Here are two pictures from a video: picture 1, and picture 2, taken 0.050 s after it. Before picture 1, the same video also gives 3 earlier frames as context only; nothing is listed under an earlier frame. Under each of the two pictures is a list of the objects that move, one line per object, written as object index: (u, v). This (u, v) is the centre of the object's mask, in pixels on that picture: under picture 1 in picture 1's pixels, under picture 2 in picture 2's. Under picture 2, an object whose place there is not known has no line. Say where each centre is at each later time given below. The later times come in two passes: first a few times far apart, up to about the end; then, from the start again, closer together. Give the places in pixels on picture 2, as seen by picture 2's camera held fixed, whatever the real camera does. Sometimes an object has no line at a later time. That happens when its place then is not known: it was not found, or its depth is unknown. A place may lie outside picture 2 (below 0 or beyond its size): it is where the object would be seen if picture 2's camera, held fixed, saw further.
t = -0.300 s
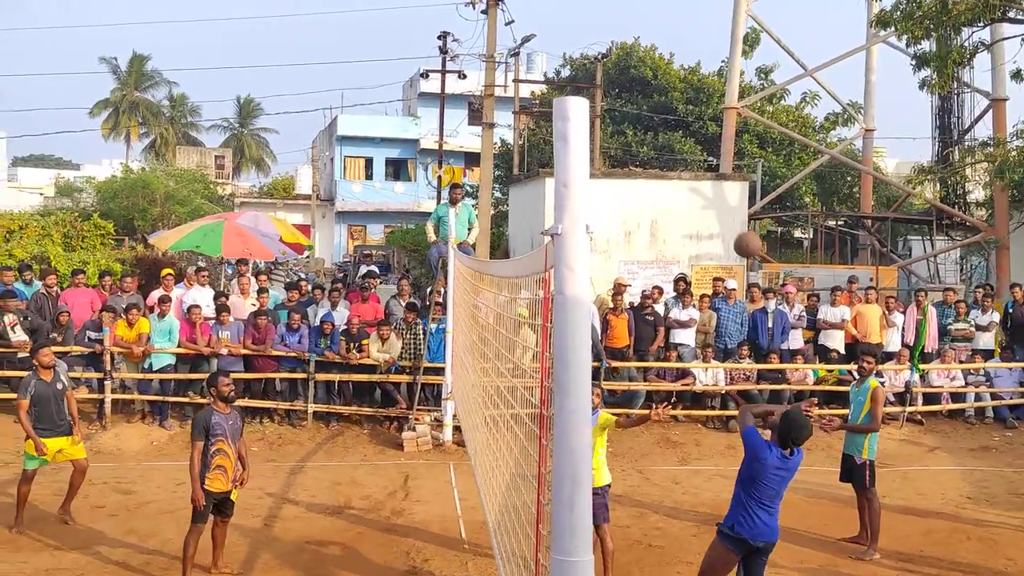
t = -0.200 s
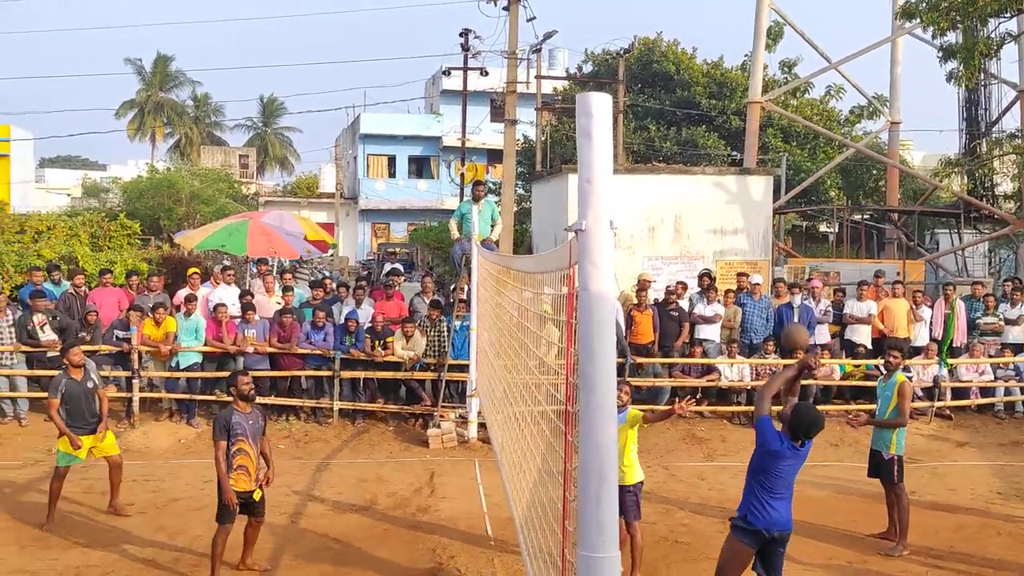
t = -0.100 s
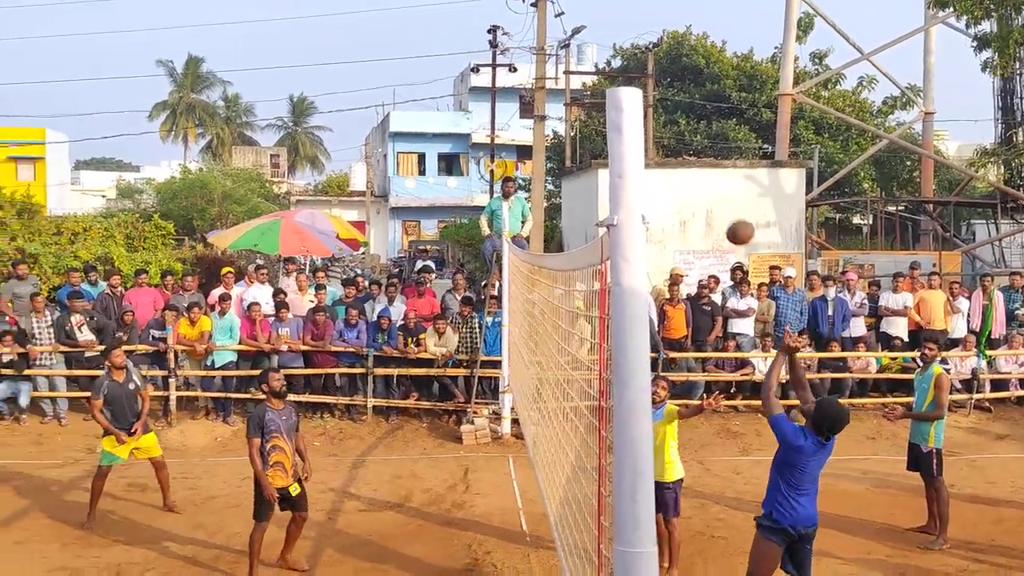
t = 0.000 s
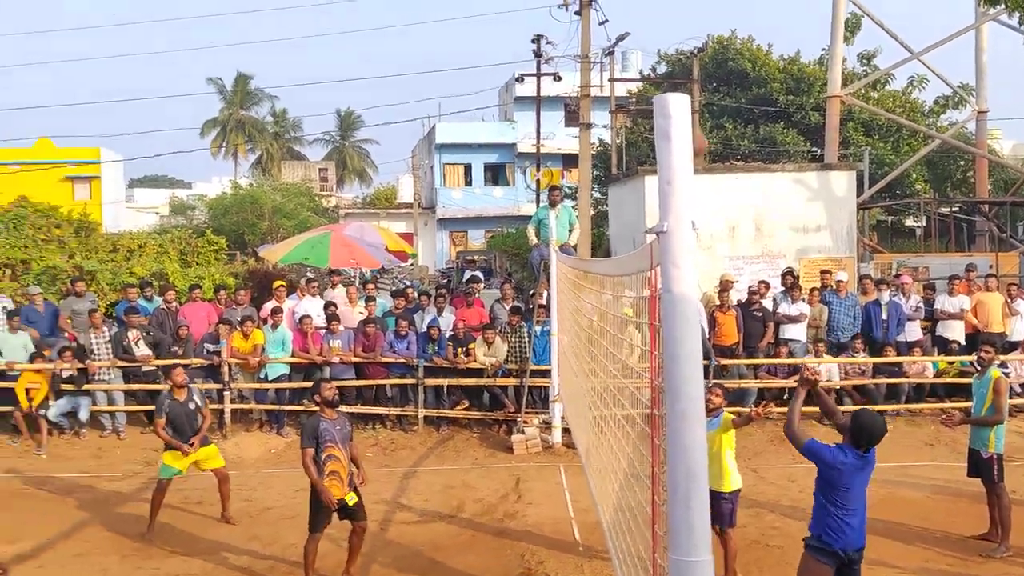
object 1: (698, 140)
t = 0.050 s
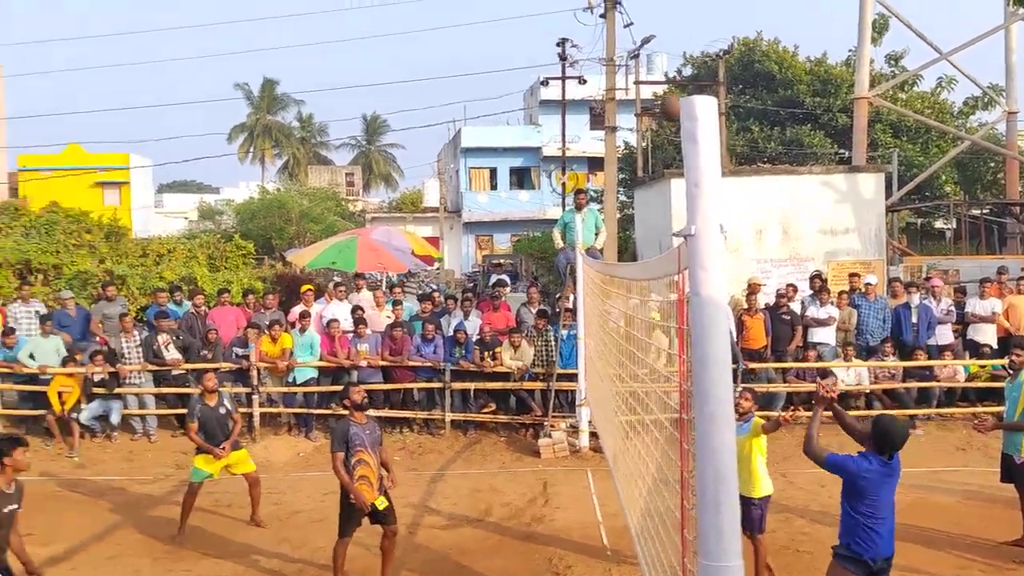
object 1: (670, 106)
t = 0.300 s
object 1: (456, -8)
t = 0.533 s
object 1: (281, -44)
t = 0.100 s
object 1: (628, 75)
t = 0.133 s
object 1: (599, 54)
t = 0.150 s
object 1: (585, 44)
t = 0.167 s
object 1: (570, 36)
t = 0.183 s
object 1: (557, 27)
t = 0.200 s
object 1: (543, 20)
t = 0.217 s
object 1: (528, 13)
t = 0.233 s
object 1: (508, 11)
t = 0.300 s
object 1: (456, -8)
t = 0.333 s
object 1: (426, -20)
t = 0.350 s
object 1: (410, -28)
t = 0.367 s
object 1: (393, -39)
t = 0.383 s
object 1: (387, -41)
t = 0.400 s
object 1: (377, -44)
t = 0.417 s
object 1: (368, -43)
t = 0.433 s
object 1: (356, -44)
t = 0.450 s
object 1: (343, -45)
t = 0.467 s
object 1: (331, -46)
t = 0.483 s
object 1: (318, -46)
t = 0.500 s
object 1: (306, -46)
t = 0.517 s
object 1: (294, -45)
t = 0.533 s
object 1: (281, -44)
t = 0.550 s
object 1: (269, -43)
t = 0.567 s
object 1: (258, -41)
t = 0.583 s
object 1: (245, -38)
